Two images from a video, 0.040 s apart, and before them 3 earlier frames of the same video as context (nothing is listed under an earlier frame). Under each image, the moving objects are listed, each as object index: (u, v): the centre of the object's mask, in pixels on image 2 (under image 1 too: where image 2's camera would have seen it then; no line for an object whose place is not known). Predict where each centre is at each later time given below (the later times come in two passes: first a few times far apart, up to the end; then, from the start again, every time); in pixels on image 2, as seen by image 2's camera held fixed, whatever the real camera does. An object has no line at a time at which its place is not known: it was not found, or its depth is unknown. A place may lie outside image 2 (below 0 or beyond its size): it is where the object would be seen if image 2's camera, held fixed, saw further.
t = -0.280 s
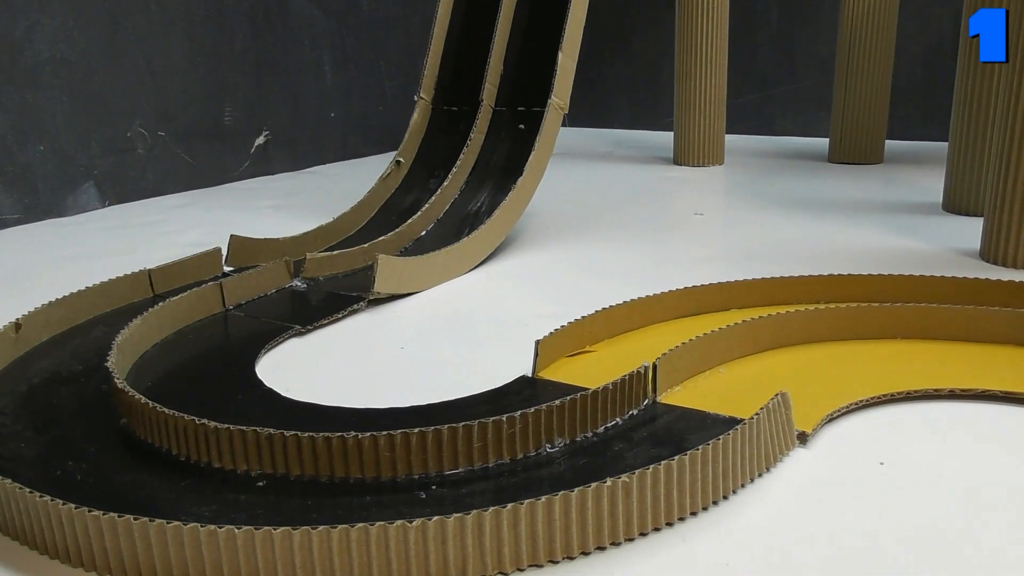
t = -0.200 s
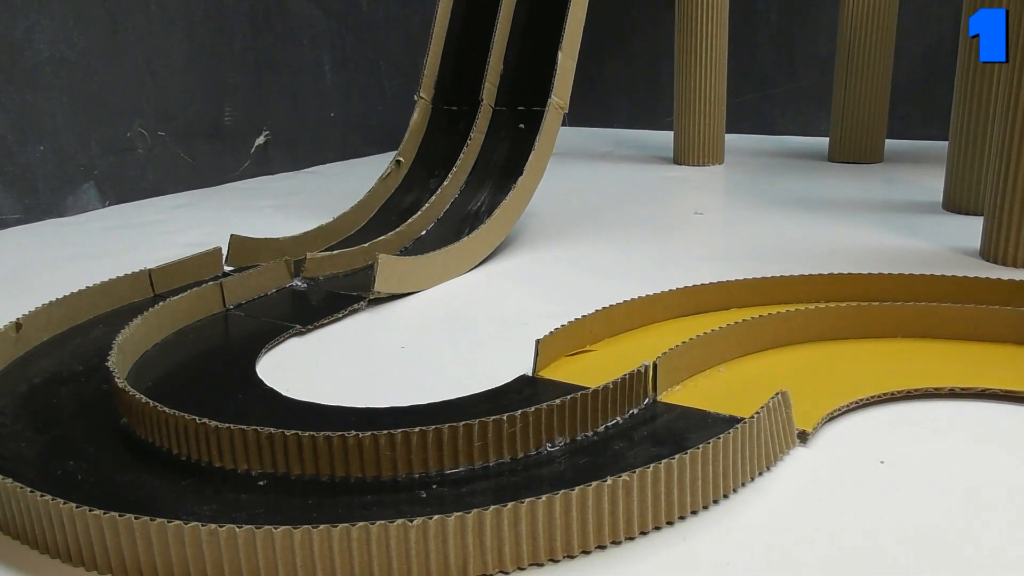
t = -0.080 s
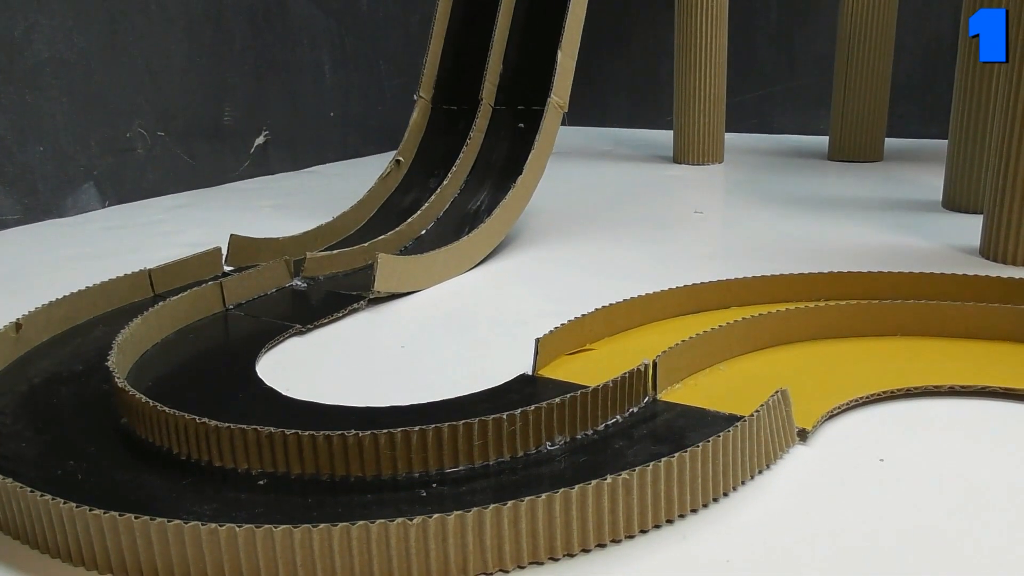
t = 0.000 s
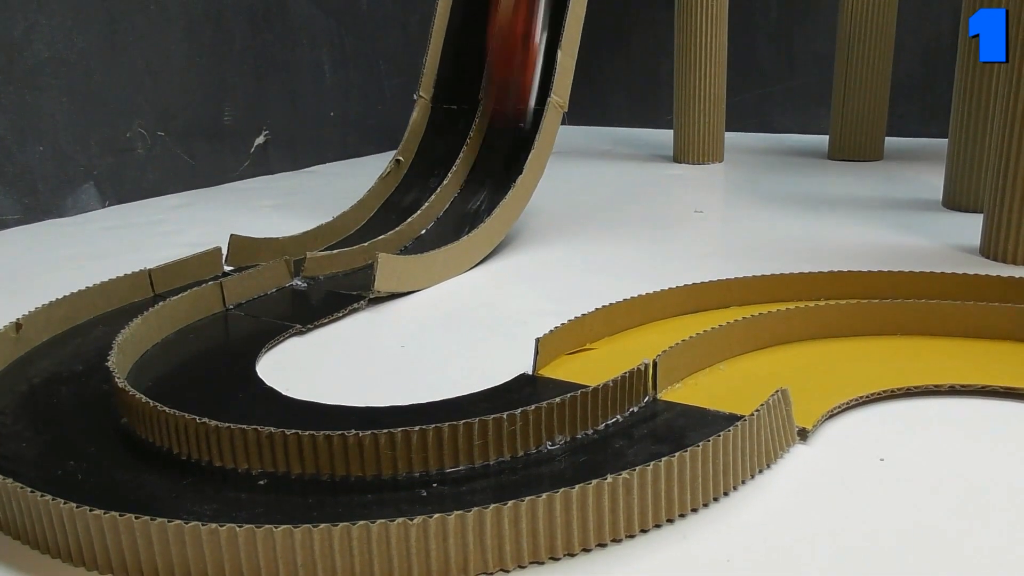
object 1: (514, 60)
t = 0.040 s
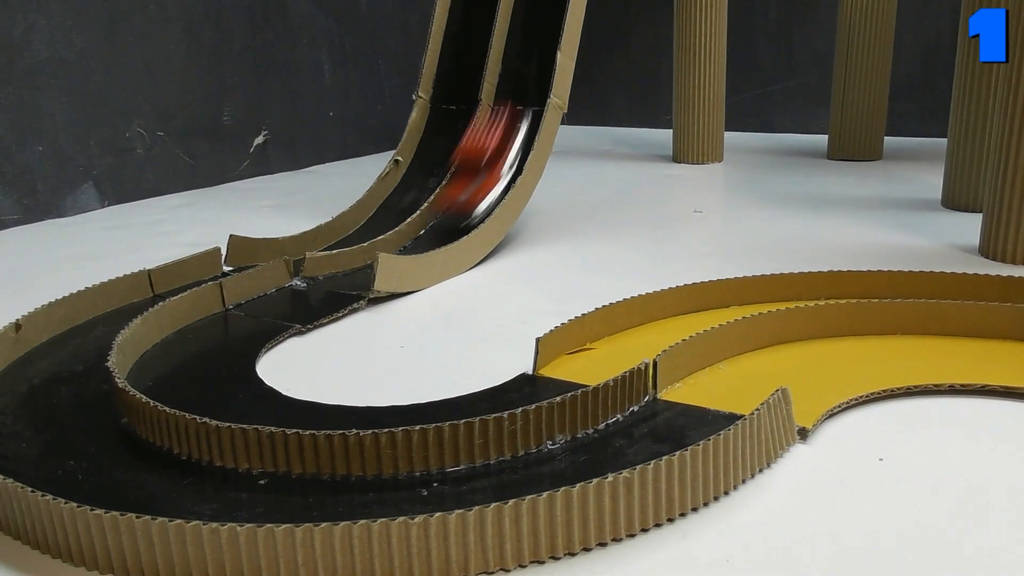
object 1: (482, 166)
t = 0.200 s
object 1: (242, 288)
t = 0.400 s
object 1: (223, 358)
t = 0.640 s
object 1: (388, 375)
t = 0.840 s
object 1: (537, 347)
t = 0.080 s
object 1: (426, 218)
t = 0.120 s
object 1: (364, 239)
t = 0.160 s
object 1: (311, 257)
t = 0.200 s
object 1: (242, 288)
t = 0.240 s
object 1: (214, 308)
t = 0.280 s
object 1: (203, 328)
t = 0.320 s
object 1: (199, 338)
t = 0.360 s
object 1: (205, 349)
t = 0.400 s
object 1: (223, 358)
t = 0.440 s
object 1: (244, 363)
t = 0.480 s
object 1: (266, 367)
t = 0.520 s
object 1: (292, 372)
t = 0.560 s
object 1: (321, 375)
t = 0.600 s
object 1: (351, 376)
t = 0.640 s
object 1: (388, 375)
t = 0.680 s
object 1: (423, 373)
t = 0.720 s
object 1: (455, 368)
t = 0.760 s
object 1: (485, 363)
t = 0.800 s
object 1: (513, 355)
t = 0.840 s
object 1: (537, 347)
